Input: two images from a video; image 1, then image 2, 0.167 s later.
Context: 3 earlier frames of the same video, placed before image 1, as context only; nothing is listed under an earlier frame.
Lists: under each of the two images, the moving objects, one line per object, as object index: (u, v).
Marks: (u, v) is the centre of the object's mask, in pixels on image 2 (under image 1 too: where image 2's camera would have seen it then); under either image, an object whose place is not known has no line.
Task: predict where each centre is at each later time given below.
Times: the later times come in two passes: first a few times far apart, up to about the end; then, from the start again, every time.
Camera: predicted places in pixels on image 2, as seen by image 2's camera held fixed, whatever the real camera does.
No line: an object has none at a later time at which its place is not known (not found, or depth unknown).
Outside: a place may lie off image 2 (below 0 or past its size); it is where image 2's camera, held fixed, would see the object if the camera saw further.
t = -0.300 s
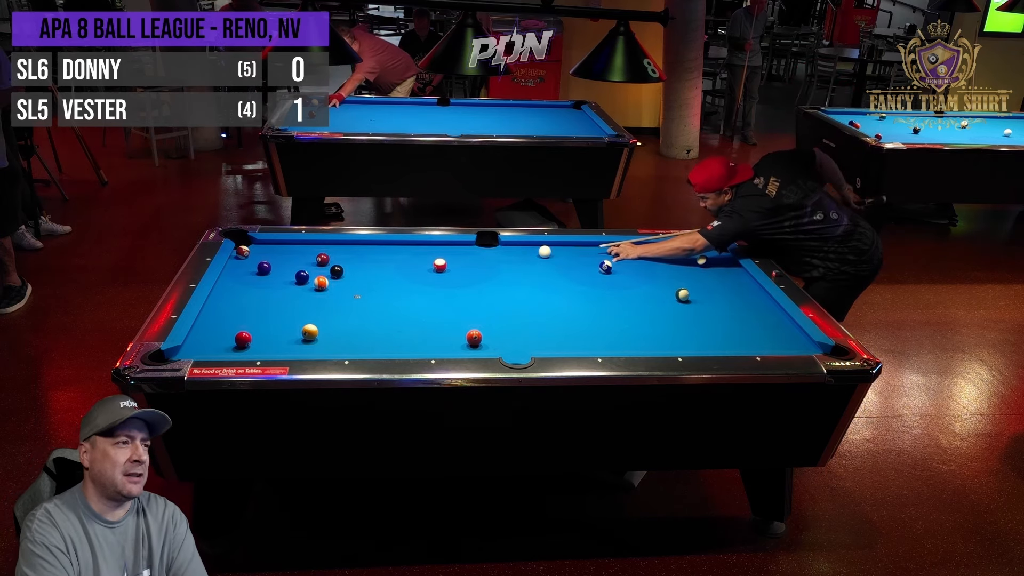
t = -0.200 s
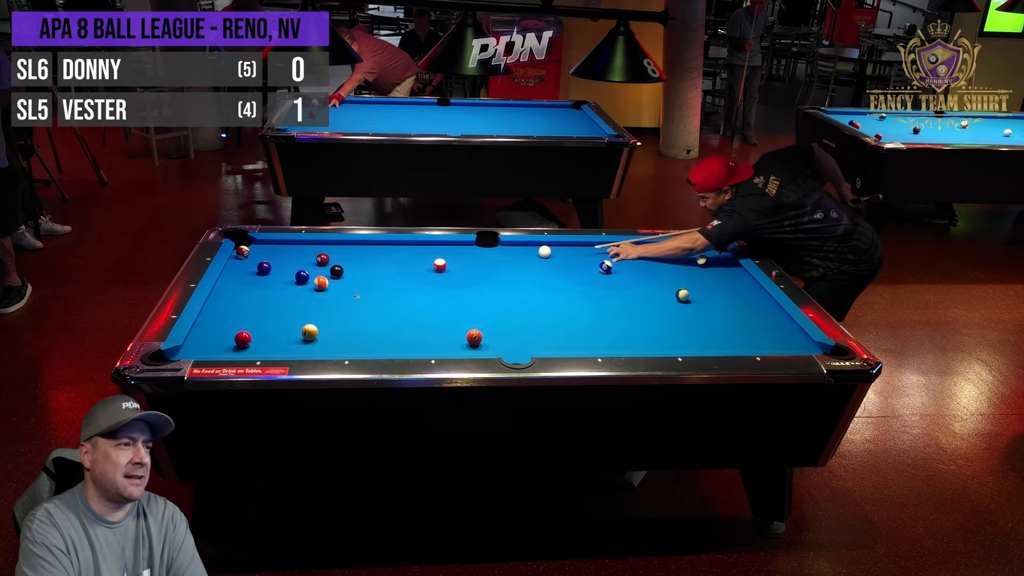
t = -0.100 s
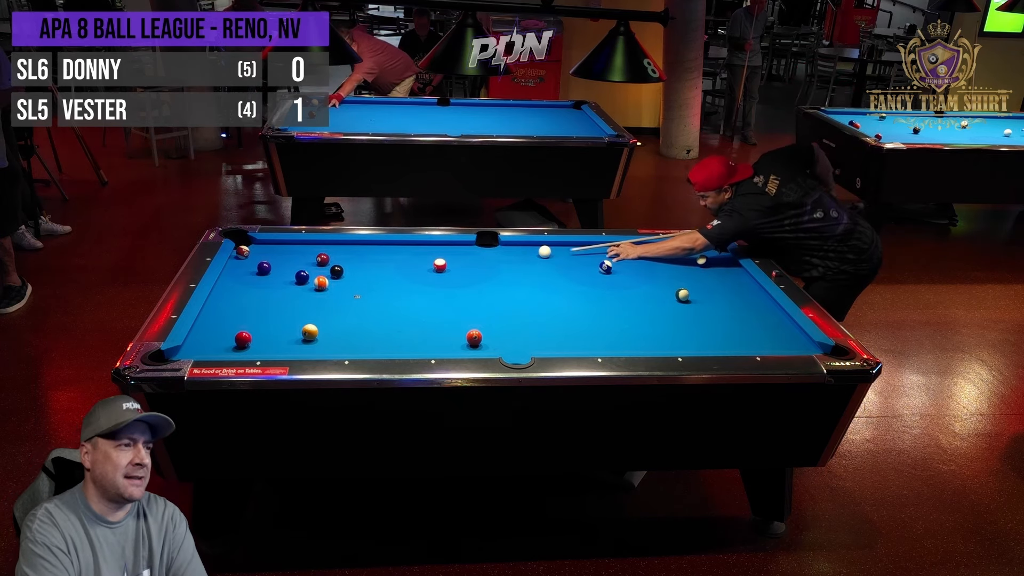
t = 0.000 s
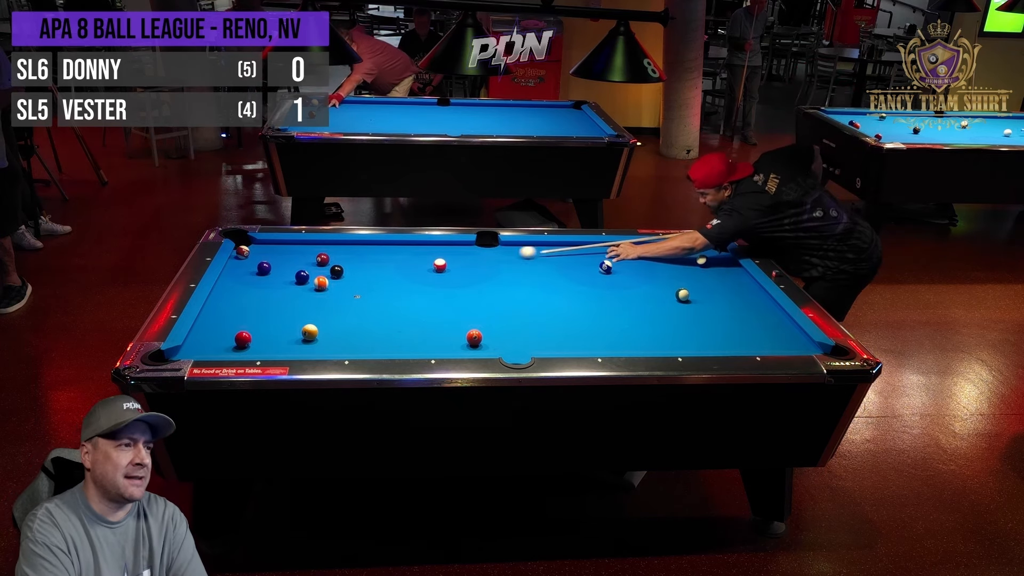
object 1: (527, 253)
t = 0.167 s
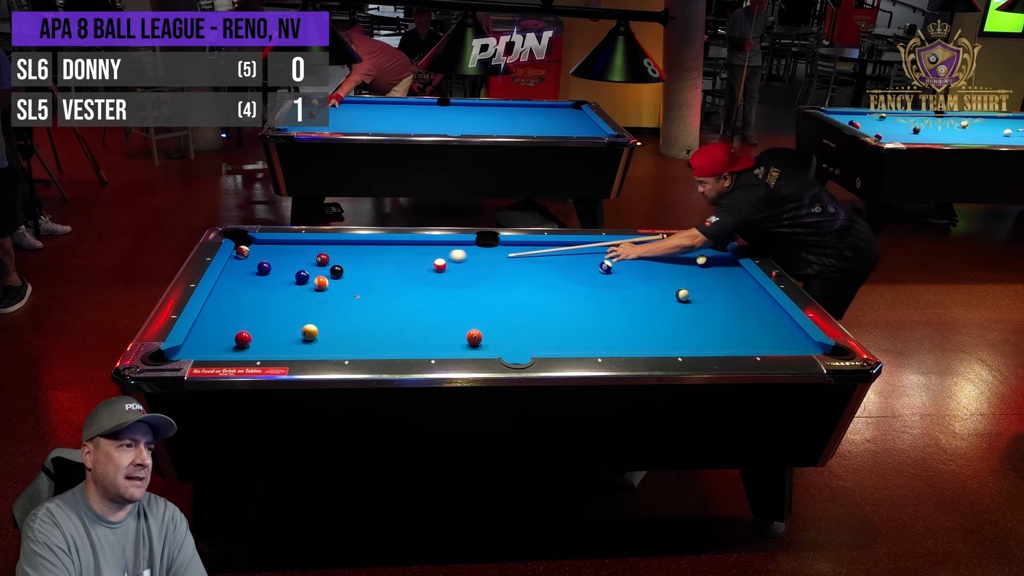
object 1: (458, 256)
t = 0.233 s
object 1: (431, 256)
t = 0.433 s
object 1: (366, 260)
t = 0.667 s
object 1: (318, 269)
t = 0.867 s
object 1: (293, 271)
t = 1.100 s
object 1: (268, 273)
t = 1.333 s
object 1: (246, 276)
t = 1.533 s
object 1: (228, 279)
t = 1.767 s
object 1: (232, 281)
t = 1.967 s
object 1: (239, 282)
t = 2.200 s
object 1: (247, 283)
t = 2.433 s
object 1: (254, 284)
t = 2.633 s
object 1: (260, 285)
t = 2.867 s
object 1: (265, 285)
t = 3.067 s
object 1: (270, 286)
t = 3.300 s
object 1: (274, 287)
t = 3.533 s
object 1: (277, 287)
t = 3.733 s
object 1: (280, 287)
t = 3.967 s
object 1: (281, 288)
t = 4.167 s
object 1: (283, 288)
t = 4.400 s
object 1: (283, 288)
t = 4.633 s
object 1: (283, 288)
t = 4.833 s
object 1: (283, 287)
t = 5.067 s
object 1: (283, 288)
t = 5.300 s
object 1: (283, 288)
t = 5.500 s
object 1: (283, 288)
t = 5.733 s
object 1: (283, 287)
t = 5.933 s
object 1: (283, 287)
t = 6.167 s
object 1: (283, 287)
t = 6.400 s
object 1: (283, 287)
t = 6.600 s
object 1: (283, 287)
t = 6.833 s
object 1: (283, 287)
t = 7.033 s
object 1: (283, 288)
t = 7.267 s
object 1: (283, 287)
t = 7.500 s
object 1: (283, 287)
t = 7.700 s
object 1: (283, 288)
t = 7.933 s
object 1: (283, 288)
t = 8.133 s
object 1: (283, 288)
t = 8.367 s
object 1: (283, 288)
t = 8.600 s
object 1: (283, 287)
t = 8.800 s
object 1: (283, 288)
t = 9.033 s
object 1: (283, 288)
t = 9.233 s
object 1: (283, 288)
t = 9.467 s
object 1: (283, 288)
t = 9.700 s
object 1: (283, 288)
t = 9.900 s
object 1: (283, 288)
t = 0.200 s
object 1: (445, 256)
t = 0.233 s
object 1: (431, 256)
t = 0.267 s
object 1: (420, 258)
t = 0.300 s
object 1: (409, 258)
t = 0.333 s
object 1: (397, 259)
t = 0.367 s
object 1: (387, 259)
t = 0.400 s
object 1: (376, 260)
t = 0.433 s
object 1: (366, 260)
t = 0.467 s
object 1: (355, 261)
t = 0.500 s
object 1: (345, 261)
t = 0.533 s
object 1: (334, 261)
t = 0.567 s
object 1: (330, 262)
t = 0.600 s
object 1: (326, 265)
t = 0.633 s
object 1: (322, 267)
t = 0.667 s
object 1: (318, 269)
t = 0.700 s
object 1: (313, 270)
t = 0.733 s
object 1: (309, 270)
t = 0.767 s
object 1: (304, 270)
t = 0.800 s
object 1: (301, 270)
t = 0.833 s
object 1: (297, 270)
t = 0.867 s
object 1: (293, 271)
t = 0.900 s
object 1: (289, 272)
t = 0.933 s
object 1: (285, 272)
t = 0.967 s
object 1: (282, 272)
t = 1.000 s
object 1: (278, 272)
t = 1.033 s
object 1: (275, 273)
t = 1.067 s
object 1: (271, 273)
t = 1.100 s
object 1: (268, 273)
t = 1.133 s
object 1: (264, 274)
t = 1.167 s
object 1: (261, 274)
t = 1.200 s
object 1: (258, 275)
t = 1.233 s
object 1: (255, 275)
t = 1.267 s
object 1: (252, 275)
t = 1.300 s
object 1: (249, 276)
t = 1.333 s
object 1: (246, 276)
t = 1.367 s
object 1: (243, 277)
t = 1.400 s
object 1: (240, 277)
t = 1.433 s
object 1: (237, 278)
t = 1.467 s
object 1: (234, 278)
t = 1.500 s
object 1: (231, 278)
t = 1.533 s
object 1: (228, 279)
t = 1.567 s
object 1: (226, 279)
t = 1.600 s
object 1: (225, 280)
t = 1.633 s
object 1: (227, 280)
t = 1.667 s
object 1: (228, 280)
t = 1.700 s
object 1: (229, 280)
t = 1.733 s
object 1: (231, 280)
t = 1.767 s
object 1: (232, 281)
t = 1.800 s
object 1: (233, 281)
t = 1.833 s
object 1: (234, 281)
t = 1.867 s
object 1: (236, 281)
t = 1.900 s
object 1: (237, 281)
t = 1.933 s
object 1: (238, 282)
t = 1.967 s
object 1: (239, 282)
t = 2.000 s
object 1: (240, 282)
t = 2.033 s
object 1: (241, 282)
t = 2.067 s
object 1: (243, 282)
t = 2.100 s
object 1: (244, 282)
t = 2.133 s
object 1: (245, 283)
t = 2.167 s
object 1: (246, 283)
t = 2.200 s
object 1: (247, 283)
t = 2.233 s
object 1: (248, 283)
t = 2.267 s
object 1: (249, 283)
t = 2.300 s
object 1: (250, 283)
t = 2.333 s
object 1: (251, 283)
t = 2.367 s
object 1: (252, 284)
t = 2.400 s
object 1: (253, 284)
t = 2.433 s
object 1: (254, 284)
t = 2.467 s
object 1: (255, 284)
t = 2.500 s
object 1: (256, 284)
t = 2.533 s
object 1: (257, 284)
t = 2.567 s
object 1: (258, 284)
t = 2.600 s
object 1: (259, 285)
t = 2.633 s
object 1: (260, 285)
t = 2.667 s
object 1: (261, 285)
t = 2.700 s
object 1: (262, 285)
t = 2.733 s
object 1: (262, 285)
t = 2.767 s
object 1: (263, 285)
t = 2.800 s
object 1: (264, 285)
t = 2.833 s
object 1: (265, 285)
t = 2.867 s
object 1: (265, 285)
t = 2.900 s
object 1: (266, 285)
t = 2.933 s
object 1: (267, 286)
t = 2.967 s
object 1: (268, 286)
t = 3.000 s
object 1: (268, 286)
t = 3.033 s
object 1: (269, 286)
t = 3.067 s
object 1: (270, 286)
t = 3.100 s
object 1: (270, 286)
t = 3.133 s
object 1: (271, 286)
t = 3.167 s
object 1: (272, 286)
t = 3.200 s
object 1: (272, 286)
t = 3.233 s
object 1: (273, 286)
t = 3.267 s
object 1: (273, 287)
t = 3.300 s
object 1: (274, 287)
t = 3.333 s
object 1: (274, 287)
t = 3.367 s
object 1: (275, 287)
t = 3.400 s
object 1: (275, 287)
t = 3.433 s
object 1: (276, 287)
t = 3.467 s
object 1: (276, 287)
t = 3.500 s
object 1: (277, 287)
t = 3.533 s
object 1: (277, 287)
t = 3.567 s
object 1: (278, 287)
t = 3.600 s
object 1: (278, 287)
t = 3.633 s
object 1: (279, 287)
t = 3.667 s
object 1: (279, 287)
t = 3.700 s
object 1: (279, 287)
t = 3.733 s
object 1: (280, 287)
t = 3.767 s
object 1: (280, 287)
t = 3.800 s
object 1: (280, 287)
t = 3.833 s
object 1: (281, 288)
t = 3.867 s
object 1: (281, 288)
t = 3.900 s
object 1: (281, 288)
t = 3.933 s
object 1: (281, 288)
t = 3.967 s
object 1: (281, 288)
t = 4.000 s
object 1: (282, 288)
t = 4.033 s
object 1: (282, 288)
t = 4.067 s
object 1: (282, 288)
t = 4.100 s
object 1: (282, 288)
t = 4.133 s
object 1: (282, 288)
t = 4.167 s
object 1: (283, 288)
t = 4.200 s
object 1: (283, 288)
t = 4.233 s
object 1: (283, 288)
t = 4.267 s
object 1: (283, 288)
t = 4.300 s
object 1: (283, 288)
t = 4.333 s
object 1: (283, 288)
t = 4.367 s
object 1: (283, 288)
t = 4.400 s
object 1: (283, 288)
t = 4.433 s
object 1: (283, 288)
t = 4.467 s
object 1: (283, 288)
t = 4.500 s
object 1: (283, 287)
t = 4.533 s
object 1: (283, 287)
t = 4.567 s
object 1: (283, 288)
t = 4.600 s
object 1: (283, 287)
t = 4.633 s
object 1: (283, 288)
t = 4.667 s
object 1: (283, 287)
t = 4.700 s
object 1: (283, 287)
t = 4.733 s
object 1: (283, 287)
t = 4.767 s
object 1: (283, 288)
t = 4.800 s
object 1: (283, 288)
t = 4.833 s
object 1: (283, 287)
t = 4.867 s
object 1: (283, 287)
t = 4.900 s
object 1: (283, 287)
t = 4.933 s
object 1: (283, 288)
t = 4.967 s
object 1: (283, 288)
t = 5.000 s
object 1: (283, 288)
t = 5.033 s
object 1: (283, 288)
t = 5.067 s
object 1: (283, 288)
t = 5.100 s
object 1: (283, 288)
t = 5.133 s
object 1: (283, 288)
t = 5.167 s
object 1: (283, 288)
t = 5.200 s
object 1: (283, 288)
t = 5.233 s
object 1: (283, 288)
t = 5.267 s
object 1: (283, 288)
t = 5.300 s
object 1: (283, 288)
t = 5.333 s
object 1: (283, 288)
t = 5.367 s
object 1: (283, 288)
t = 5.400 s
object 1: (283, 288)
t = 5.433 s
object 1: (283, 288)
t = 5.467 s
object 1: (283, 287)
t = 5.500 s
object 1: (283, 288)
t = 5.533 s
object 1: (283, 287)
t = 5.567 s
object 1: (283, 287)
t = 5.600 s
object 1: (283, 287)
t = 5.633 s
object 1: (283, 287)
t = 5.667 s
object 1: (283, 287)
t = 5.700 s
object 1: (283, 287)
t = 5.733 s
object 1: (283, 287)
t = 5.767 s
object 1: (283, 287)
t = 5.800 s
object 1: (283, 287)
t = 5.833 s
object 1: (283, 287)
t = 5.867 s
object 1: (283, 287)
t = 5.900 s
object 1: (283, 287)
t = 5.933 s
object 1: (283, 287)
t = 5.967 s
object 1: (283, 287)
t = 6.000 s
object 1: (283, 287)
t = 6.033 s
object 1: (283, 287)
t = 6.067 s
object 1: (283, 287)
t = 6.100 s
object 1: (283, 287)
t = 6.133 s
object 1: (283, 287)
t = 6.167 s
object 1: (283, 287)
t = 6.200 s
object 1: (283, 287)
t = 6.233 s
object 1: (283, 287)
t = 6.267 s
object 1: (283, 287)
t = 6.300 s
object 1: (283, 287)
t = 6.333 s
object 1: (283, 287)
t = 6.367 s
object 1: (283, 287)
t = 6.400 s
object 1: (283, 287)
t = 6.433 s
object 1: (283, 287)
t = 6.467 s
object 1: (283, 287)
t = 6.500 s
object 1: (283, 287)
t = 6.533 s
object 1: (283, 287)
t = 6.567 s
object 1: (283, 287)
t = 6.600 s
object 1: (283, 287)
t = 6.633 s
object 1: (283, 287)
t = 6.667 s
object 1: (283, 287)
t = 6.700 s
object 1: (283, 287)
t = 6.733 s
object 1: (283, 287)
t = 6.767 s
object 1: (283, 287)
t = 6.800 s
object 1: (283, 287)
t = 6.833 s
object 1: (283, 287)
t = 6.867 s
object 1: (283, 287)
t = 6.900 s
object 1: (283, 287)
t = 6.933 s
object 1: (283, 288)
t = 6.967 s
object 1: (283, 287)
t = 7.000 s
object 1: (283, 288)
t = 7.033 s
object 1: (283, 288)
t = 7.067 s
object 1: (283, 288)
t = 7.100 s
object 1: (283, 287)
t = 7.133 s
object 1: (283, 287)
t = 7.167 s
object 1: (283, 287)
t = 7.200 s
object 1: (283, 288)
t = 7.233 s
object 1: (283, 288)
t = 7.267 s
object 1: (283, 287)
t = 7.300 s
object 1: (283, 287)
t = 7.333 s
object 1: (283, 288)
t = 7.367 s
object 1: (283, 287)
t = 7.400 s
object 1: (283, 288)
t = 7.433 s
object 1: (283, 288)
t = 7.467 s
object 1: (283, 287)
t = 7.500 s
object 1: (283, 287)
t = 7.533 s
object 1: (283, 287)
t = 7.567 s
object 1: (283, 287)
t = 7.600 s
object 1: (283, 287)
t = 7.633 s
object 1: (283, 287)
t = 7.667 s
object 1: (283, 287)
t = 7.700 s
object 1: (283, 288)
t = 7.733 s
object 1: (283, 287)
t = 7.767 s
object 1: (283, 288)
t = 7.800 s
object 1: (283, 288)
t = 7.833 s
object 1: (283, 288)
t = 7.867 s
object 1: (283, 288)
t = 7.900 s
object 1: (283, 288)
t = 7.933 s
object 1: (283, 288)
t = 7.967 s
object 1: (283, 288)
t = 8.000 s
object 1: (283, 288)
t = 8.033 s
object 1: (283, 288)
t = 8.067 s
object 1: (283, 287)
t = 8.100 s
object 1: (283, 287)
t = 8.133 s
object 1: (283, 288)
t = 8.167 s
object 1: (283, 287)
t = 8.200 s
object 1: (283, 288)
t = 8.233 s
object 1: (283, 288)
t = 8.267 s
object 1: (283, 288)
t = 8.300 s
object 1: (283, 288)
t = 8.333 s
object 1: (283, 288)
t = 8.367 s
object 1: (283, 288)
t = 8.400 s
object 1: (283, 288)
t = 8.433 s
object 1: (283, 288)
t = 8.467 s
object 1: (283, 288)
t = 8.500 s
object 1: (283, 288)
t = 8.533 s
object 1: (283, 288)
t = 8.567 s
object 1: (283, 288)
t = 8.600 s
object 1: (283, 287)
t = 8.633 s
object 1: (283, 287)
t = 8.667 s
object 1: (283, 288)
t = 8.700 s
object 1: (283, 288)
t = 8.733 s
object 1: (283, 288)
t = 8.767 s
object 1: (283, 288)
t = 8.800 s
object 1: (283, 288)
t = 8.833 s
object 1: (283, 288)
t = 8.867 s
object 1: (283, 288)
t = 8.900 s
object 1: (283, 288)
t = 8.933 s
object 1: (283, 288)
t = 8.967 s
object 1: (283, 288)
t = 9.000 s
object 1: (283, 288)
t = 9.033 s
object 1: (283, 288)
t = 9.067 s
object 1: (283, 288)
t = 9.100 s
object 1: (283, 288)
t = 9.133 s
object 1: (283, 288)
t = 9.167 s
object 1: (283, 288)
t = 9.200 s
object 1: (283, 288)
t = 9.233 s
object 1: (283, 288)
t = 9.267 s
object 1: (283, 288)
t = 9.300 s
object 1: (283, 288)
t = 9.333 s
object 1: (283, 288)
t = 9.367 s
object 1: (283, 288)
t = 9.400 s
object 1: (283, 288)
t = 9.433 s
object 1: (283, 288)
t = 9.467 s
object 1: (283, 288)
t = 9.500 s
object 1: (283, 288)
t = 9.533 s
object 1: (283, 288)
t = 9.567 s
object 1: (283, 288)
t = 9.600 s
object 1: (283, 288)
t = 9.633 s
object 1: (283, 288)
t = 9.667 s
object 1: (283, 288)
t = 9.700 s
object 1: (283, 288)
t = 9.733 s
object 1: (283, 288)
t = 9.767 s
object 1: (283, 288)
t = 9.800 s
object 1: (283, 288)
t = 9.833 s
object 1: (283, 288)
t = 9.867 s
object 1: (283, 288)
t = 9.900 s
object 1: (283, 288)
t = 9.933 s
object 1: (283, 288)
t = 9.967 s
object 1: (283, 288)
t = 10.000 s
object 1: (283, 288)
